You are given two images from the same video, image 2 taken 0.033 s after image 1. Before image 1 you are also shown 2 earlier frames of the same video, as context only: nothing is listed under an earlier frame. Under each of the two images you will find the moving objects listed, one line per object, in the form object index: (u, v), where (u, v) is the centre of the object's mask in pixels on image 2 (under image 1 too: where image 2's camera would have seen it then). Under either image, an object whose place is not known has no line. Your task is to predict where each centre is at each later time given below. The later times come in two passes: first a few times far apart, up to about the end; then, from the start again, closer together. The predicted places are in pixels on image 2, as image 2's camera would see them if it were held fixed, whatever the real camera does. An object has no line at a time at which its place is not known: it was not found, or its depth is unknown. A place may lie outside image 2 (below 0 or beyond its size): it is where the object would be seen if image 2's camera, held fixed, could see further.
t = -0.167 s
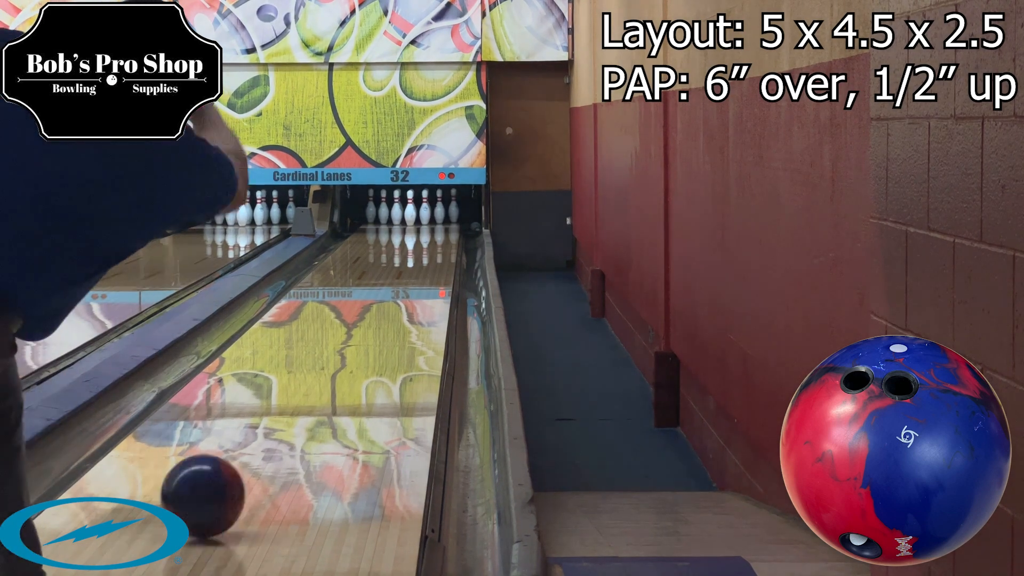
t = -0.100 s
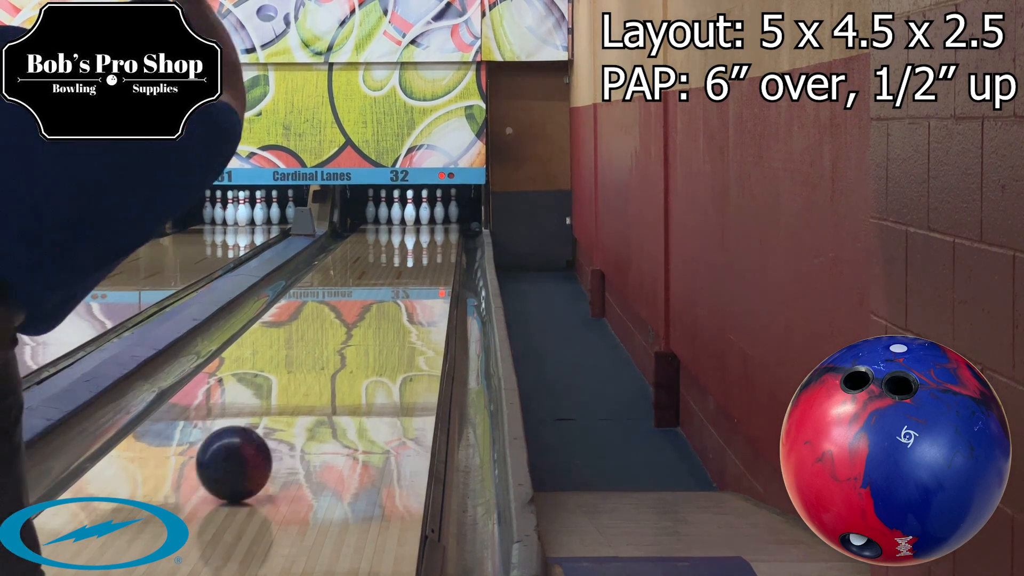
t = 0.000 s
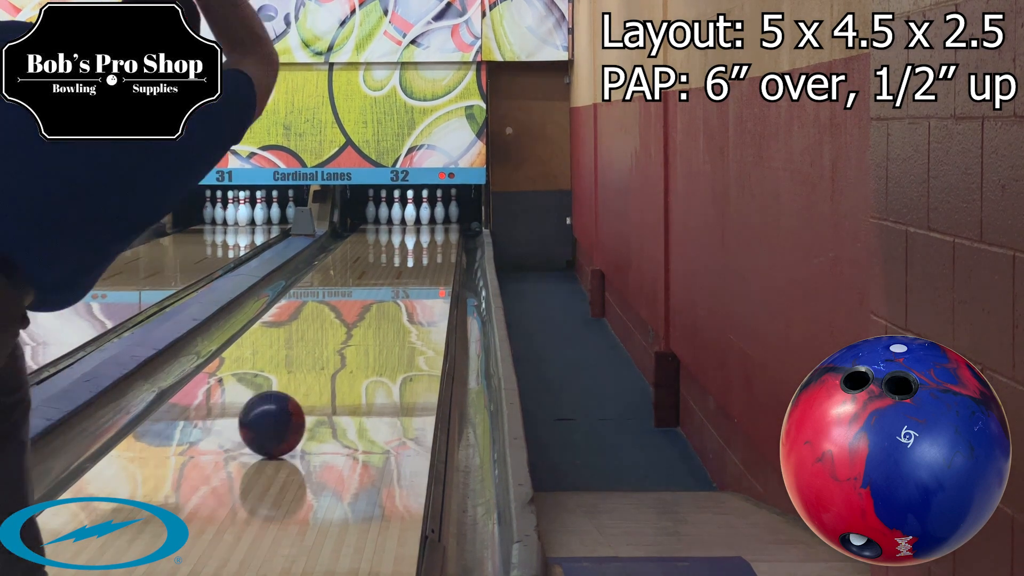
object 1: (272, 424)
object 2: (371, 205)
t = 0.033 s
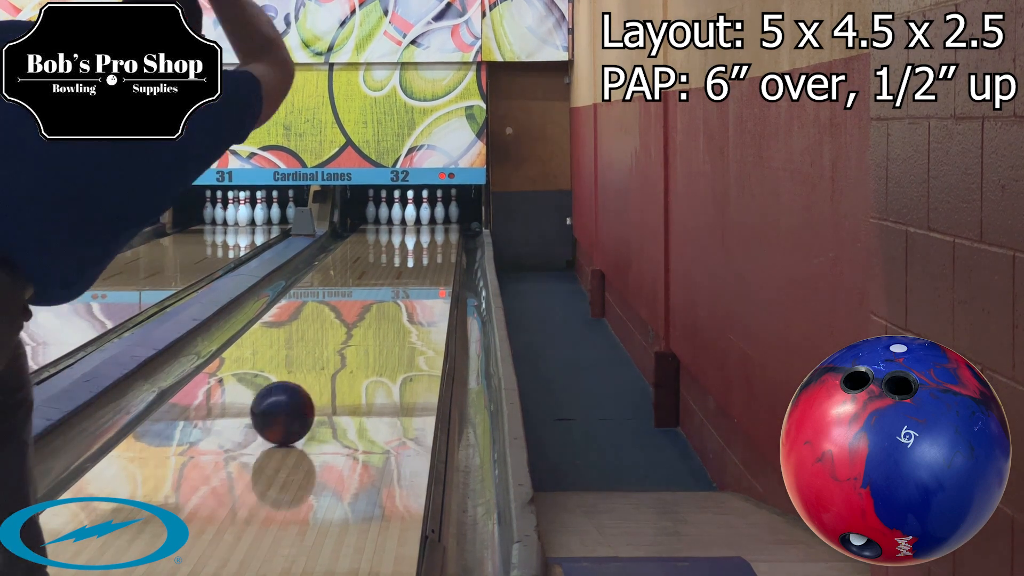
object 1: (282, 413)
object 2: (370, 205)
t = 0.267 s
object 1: (337, 354)
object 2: (370, 205)
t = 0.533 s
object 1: (376, 312)
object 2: (371, 205)
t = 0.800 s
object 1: (401, 282)
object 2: (371, 205)
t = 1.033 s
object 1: (416, 263)
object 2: (370, 205)
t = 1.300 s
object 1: (427, 247)
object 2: (370, 205)
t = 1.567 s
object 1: (432, 234)
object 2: (370, 205)
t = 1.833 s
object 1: (427, 225)
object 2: (370, 205)
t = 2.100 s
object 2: (370, 205)
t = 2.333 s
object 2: (351, 212)
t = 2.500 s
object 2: (355, 215)
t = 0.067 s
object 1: (292, 403)
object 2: (371, 205)
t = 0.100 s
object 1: (301, 393)
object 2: (371, 205)
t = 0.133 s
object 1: (309, 385)
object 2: (371, 205)
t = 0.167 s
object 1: (317, 376)
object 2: (370, 205)
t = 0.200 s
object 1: (324, 368)
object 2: (370, 205)
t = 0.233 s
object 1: (331, 361)
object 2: (370, 205)
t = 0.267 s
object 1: (337, 354)
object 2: (370, 205)
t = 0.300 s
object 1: (343, 348)
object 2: (370, 205)
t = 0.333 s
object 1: (349, 342)
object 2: (370, 205)
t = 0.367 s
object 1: (354, 337)
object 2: (370, 205)
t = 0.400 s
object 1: (359, 331)
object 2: (370, 205)
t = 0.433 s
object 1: (364, 326)
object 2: (371, 205)
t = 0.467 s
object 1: (368, 321)
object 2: (371, 205)
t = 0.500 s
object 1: (372, 316)
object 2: (371, 205)
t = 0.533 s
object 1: (376, 312)
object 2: (371, 205)
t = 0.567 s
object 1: (379, 307)
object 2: (371, 205)
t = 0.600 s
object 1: (383, 303)
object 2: (371, 205)
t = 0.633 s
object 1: (386, 300)
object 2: (371, 205)
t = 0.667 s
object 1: (389, 296)
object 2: (371, 205)
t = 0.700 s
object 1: (393, 292)
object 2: (371, 205)
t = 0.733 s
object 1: (395, 289)
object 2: (371, 205)
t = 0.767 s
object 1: (398, 285)
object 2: (371, 205)
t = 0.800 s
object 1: (401, 282)
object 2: (371, 205)
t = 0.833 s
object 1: (403, 279)
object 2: (371, 205)
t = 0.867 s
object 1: (405, 276)
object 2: (371, 205)
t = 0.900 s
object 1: (408, 273)
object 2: (371, 205)
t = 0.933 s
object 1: (410, 270)
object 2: (371, 205)
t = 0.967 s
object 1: (412, 268)
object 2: (371, 205)
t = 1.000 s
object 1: (414, 265)
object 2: (370, 205)
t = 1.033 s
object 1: (416, 263)
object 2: (370, 205)
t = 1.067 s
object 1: (418, 260)
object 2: (370, 205)
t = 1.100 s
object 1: (419, 258)
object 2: (370, 205)
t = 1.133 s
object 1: (421, 256)
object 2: (370, 205)
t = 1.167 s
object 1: (422, 254)
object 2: (370, 205)
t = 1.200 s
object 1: (424, 252)
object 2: (370, 205)
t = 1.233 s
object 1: (425, 250)
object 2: (370, 205)
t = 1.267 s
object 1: (426, 248)
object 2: (370, 205)
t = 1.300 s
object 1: (427, 247)
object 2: (370, 205)
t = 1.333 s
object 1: (429, 245)
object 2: (370, 205)
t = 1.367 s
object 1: (429, 243)
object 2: (370, 205)
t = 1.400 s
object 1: (430, 242)
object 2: (370, 205)
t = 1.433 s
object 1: (431, 240)
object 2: (370, 205)
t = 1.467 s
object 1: (431, 238)
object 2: (370, 205)
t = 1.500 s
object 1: (432, 237)
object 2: (370, 205)
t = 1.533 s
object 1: (432, 236)
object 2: (370, 205)
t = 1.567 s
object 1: (432, 234)
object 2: (370, 205)
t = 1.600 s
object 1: (432, 233)
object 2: (370, 205)
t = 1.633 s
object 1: (431, 231)
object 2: (370, 205)
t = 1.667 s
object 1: (431, 230)
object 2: (370, 205)
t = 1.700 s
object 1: (431, 229)
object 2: (370, 205)
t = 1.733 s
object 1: (430, 228)
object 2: (370, 205)
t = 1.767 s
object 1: (429, 226)
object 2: (370, 205)
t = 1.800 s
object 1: (428, 226)
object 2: (370, 205)
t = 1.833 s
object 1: (427, 225)
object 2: (370, 205)
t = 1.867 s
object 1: (426, 224)
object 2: (370, 205)
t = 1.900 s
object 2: (370, 205)
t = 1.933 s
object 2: (371, 205)
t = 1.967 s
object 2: (371, 205)
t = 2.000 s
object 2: (371, 205)
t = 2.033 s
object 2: (370, 205)
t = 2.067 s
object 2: (371, 205)
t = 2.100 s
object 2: (370, 205)
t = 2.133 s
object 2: (370, 205)
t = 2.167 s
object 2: (370, 202)
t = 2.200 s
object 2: (367, 203)
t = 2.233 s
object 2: (362, 207)
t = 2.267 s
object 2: (358, 209)
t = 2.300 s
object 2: (353, 210)
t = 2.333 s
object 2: (351, 212)
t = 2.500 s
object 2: (355, 215)
